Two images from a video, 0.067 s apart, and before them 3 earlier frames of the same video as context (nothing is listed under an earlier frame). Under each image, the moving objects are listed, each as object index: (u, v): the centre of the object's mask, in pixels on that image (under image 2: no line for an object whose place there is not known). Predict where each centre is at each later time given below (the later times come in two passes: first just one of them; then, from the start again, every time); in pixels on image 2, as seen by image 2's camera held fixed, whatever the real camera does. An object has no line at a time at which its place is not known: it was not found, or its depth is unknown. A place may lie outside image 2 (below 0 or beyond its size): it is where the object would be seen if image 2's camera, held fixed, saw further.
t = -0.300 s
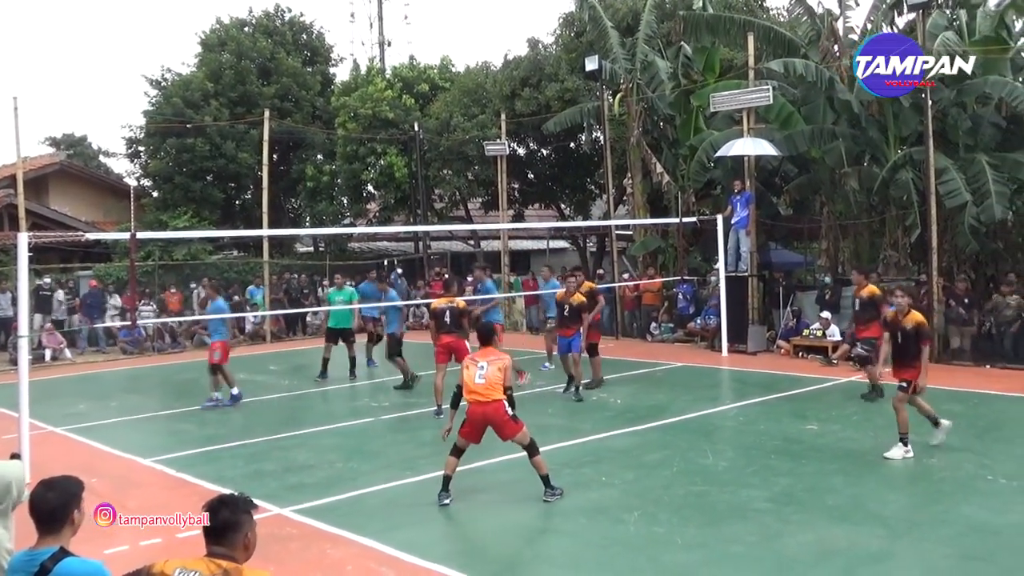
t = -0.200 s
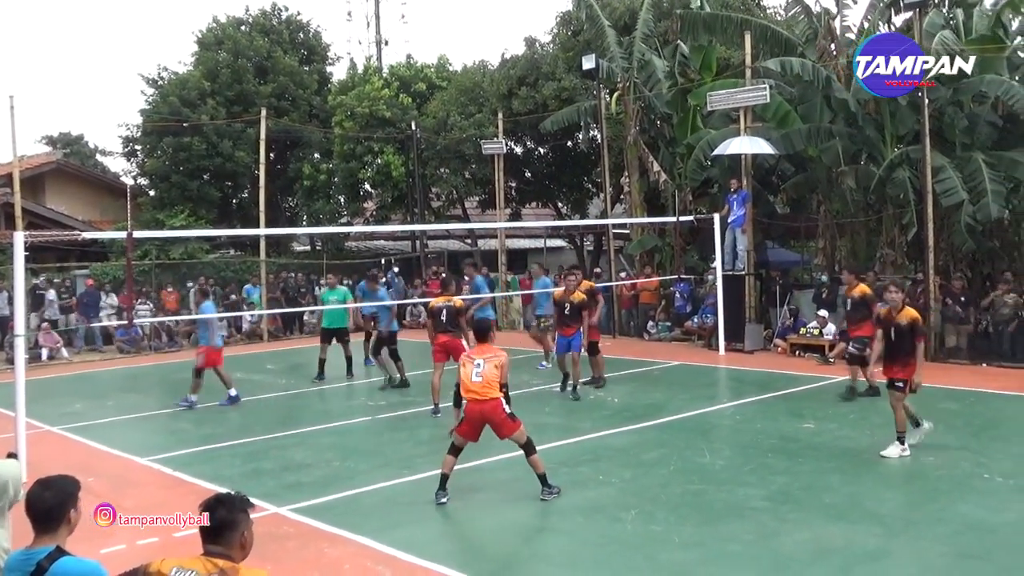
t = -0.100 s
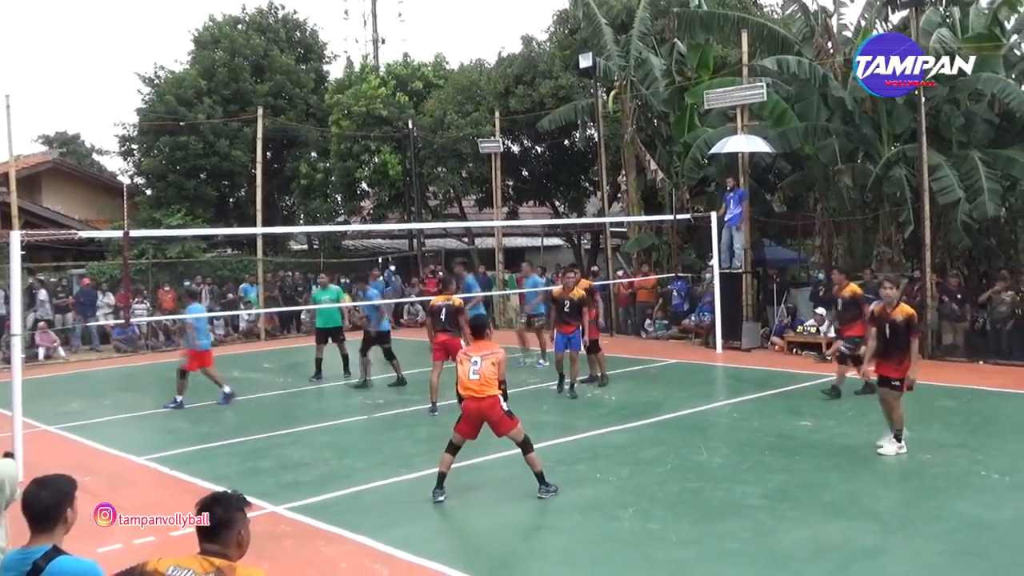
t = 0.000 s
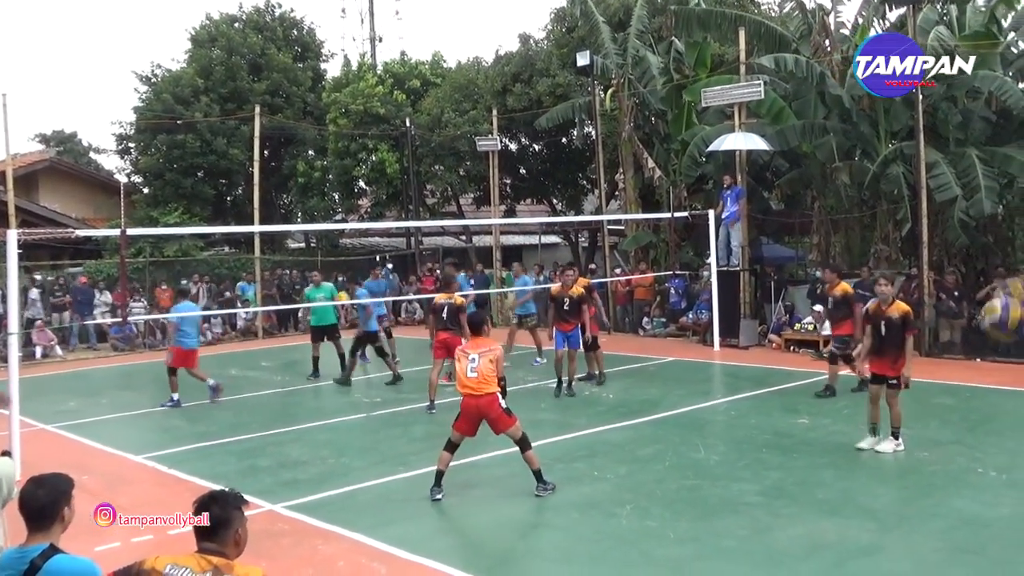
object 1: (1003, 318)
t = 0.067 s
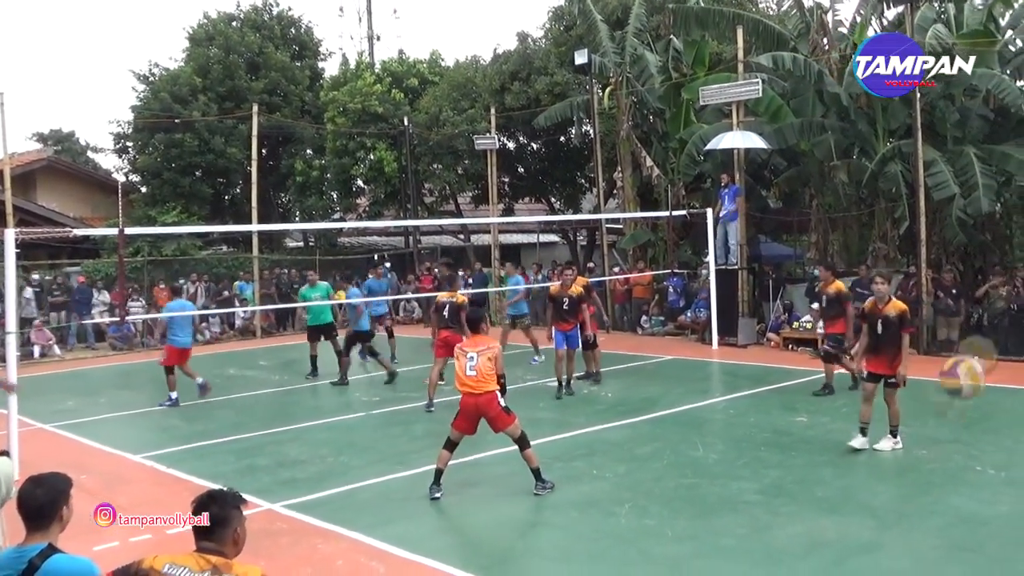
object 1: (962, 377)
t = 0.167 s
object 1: (900, 488)
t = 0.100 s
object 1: (937, 418)
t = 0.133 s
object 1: (926, 441)
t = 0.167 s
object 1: (900, 488)
